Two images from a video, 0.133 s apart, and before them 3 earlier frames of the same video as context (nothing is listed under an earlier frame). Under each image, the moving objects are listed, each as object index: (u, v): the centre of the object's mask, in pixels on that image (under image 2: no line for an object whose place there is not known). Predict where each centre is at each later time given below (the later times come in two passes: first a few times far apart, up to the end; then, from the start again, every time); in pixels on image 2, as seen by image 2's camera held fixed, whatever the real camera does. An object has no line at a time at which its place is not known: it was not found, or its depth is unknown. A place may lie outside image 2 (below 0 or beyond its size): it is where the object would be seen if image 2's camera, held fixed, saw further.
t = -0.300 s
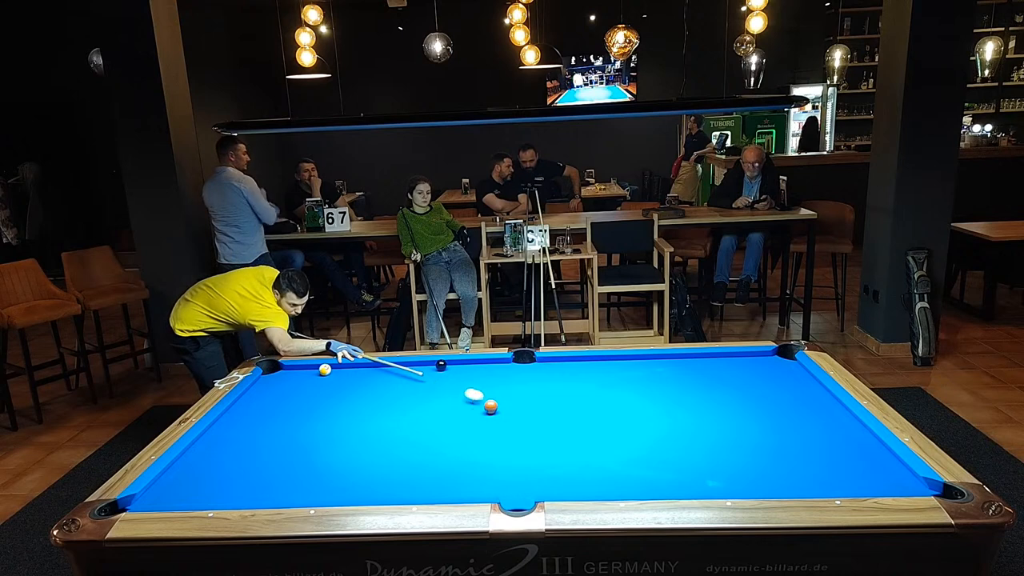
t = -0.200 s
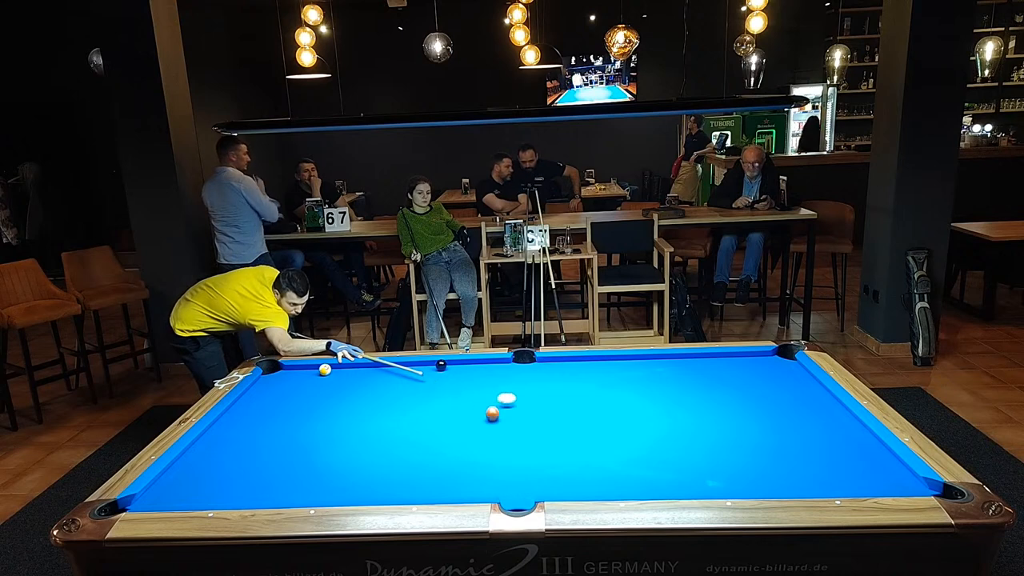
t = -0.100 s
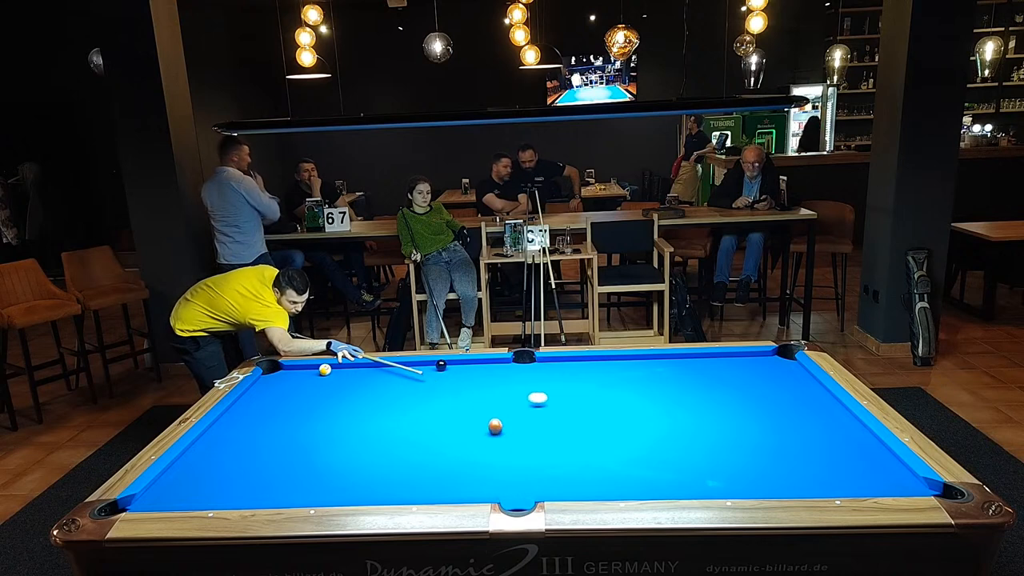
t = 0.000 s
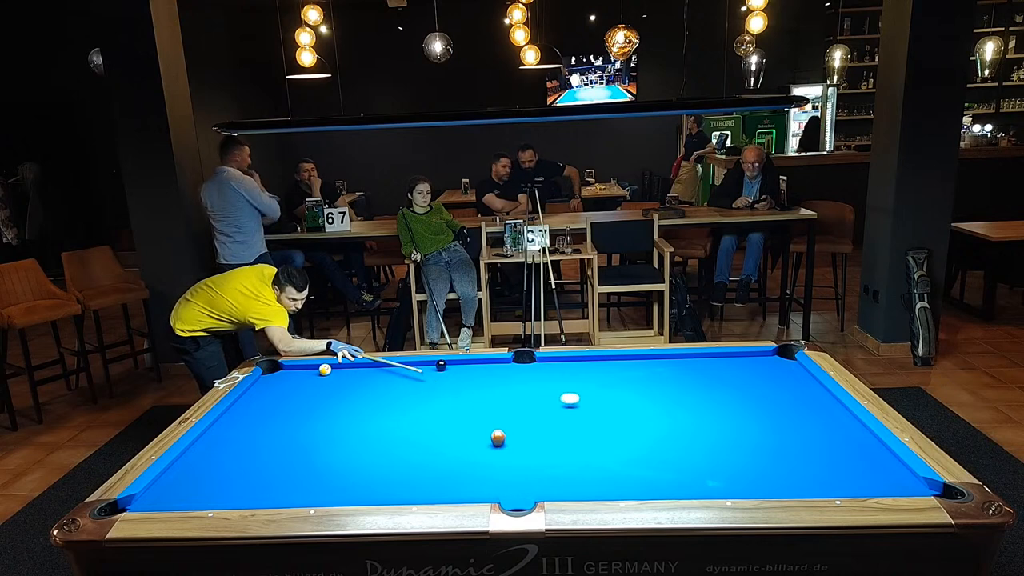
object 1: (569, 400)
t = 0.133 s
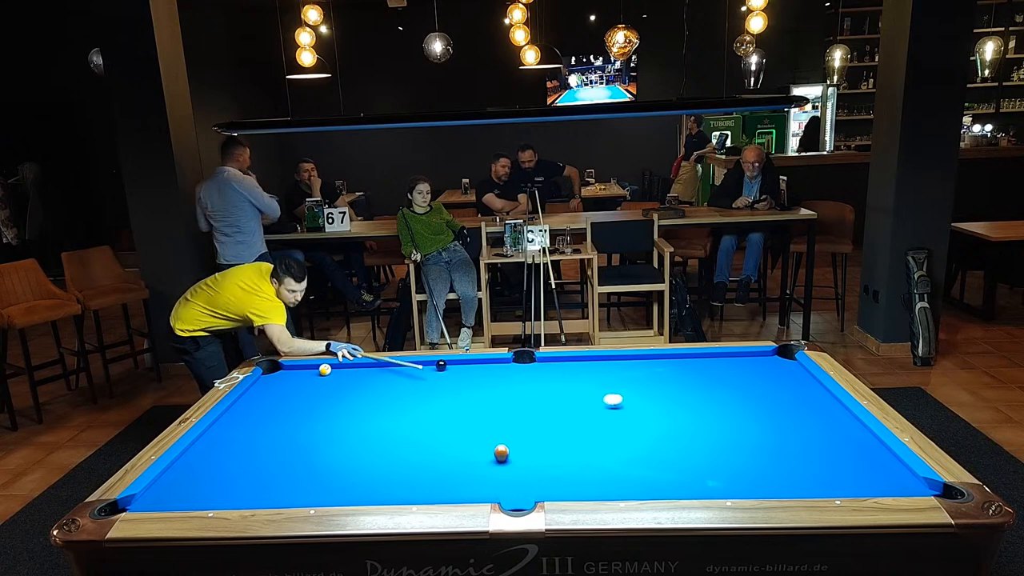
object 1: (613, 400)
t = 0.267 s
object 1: (657, 402)
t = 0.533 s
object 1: (745, 403)
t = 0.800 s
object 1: (836, 406)
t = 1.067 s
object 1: (786, 401)
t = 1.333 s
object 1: (740, 397)
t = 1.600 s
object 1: (697, 393)
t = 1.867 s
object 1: (658, 390)
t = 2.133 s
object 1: (622, 387)
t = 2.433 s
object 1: (583, 384)
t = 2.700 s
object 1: (552, 381)
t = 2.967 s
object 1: (522, 378)
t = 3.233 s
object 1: (496, 376)
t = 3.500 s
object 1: (470, 374)
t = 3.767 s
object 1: (446, 372)
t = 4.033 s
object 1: (424, 371)
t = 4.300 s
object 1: (404, 369)
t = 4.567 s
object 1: (386, 367)
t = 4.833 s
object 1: (369, 366)
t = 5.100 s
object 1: (353, 366)
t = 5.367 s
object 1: (341, 367)
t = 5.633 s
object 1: (335, 368)
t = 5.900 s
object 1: (333, 368)
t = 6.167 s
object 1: (333, 369)
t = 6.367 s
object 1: (333, 369)
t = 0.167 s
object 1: (624, 401)
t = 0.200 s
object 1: (635, 401)
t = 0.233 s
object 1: (645, 401)
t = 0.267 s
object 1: (657, 402)
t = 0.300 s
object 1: (668, 402)
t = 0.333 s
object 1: (678, 402)
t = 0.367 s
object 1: (690, 402)
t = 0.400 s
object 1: (700, 402)
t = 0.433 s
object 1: (712, 402)
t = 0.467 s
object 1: (723, 403)
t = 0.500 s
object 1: (734, 403)
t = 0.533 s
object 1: (745, 403)
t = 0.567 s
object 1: (757, 403)
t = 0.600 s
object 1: (768, 404)
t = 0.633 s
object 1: (779, 404)
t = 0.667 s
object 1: (791, 404)
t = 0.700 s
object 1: (803, 405)
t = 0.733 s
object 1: (814, 405)
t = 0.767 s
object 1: (825, 405)
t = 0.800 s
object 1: (836, 406)
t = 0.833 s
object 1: (832, 405)
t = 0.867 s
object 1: (824, 405)
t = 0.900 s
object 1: (817, 404)
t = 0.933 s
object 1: (810, 404)
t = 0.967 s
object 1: (804, 403)
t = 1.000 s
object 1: (798, 402)
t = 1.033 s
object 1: (792, 402)
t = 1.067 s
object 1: (786, 401)
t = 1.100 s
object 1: (780, 401)
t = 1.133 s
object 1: (774, 400)
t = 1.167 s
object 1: (768, 400)
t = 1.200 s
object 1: (762, 399)
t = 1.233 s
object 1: (757, 399)
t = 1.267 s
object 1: (751, 398)
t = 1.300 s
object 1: (745, 398)
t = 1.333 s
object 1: (740, 397)
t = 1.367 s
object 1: (734, 397)
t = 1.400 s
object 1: (729, 396)
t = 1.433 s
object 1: (724, 396)
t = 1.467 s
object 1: (718, 395)
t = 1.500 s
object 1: (713, 395)
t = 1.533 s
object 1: (708, 394)
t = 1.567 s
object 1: (703, 394)
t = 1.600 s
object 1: (697, 393)
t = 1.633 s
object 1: (692, 393)
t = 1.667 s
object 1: (687, 393)
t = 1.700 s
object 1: (682, 392)
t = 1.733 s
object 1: (678, 392)
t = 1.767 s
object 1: (673, 392)
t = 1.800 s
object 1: (668, 391)
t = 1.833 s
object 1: (663, 390)
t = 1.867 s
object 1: (658, 390)
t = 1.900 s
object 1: (653, 390)
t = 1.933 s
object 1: (649, 389)
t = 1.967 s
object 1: (644, 389)
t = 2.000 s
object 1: (640, 389)
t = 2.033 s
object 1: (635, 388)
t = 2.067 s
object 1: (630, 388)
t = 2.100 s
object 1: (626, 387)
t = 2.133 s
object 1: (622, 387)
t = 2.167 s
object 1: (617, 387)
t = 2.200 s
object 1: (613, 386)
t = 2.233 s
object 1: (608, 386)
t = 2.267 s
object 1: (604, 386)
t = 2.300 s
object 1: (600, 385)
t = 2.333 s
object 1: (596, 385)
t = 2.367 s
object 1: (592, 385)
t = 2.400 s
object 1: (587, 384)
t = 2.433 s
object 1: (583, 384)
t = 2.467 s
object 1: (579, 384)
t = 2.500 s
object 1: (575, 383)
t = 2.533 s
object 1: (571, 383)
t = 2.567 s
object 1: (567, 382)
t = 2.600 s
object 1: (563, 382)
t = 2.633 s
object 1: (559, 382)
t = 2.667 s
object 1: (556, 381)
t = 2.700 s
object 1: (552, 381)
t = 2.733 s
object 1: (548, 381)
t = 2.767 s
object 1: (544, 380)
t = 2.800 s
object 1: (541, 380)
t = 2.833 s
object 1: (537, 380)
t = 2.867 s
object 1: (533, 379)
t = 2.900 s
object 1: (530, 379)
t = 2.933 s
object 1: (526, 379)
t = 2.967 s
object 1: (522, 378)
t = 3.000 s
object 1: (519, 378)
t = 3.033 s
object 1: (516, 378)
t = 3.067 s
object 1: (512, 378)
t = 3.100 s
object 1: (509, 377)
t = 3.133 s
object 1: (506, 377)
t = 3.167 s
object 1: (502, 377)
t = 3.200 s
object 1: (499, 376)
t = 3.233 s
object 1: (496, 376)
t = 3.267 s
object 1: (492, 376)
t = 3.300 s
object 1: (489, 376)
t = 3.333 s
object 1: (486, 375)
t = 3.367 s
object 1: (483, 375)
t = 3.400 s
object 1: (479, 375)
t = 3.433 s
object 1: (476, 375)
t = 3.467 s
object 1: (473, 374)
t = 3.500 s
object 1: (470, 374)
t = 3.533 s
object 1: (467, 374)
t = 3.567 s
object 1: (464, 374)
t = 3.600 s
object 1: (461, 373)
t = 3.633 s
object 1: (458, 373)
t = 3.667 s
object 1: (455, 373)
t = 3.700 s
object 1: (452, 373)
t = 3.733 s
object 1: (450, 373)
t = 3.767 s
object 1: (446, 372)
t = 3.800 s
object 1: (444, 372)
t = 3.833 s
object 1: (441, 372)
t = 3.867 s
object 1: (438, 372)
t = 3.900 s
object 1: (435, 372)
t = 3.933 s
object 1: (433, 372)
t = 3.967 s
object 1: (430, 371)
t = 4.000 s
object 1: (428, 371)
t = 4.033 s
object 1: (424, 371)
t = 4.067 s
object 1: (422, 371)
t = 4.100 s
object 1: (419, 370)
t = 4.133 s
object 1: (417, 370)
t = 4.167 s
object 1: (414, 370)
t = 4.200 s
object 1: (412, 370)
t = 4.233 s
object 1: (409, 369)
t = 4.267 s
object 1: (407, 369)
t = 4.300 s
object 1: (404, 369)
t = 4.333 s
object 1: (402, 369)
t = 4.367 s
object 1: (400, 368)
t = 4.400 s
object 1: (397, 368)
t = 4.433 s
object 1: (395, 368)
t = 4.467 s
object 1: (392, 368)
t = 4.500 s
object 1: (390, 368)
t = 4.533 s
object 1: (388, 368)
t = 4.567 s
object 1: (386, 367)
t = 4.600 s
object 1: (383, 367)
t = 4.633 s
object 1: (382, 367)
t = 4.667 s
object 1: (379, 367)
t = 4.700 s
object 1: (377, 367)
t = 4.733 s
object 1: (375, 366)
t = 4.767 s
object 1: (373, 366)
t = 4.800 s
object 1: (371, 366)
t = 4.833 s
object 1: (369, 366)
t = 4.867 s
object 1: (367, 366)
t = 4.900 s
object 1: (365, 366)
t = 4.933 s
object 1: (363, 366)
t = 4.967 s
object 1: (361, 365)
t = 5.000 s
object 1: (359, 365)
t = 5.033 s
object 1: (357, 365)
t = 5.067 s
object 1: (355, 366)
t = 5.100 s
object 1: (353, 366)
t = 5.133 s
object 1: (352, 366)
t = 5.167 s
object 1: (350, 366)
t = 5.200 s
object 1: (349, 366)
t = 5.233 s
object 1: (347, 366)
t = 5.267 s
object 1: (345, 366)
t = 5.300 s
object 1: (344, 367)
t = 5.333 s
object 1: (343, 367)
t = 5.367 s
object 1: (341, 367)
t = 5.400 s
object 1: (339, 368)
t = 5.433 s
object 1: (338, 368)
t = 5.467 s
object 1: (336, 368)
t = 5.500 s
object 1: (336, 368)
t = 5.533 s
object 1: (336, 368)
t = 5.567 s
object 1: (335, 368)
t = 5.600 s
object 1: (335, 368)
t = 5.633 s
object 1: (335, 368)
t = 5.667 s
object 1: (334, 368)
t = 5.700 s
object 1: (334, 368)
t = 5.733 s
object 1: (334, 368)
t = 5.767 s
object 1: (334, 368)
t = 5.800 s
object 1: (334, 368)
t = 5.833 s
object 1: (334, 368)
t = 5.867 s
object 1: (333, 368)
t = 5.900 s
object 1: (333, 368)
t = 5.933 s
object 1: (333, 368)
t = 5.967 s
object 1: (333, 368)
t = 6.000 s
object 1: (333, 368)
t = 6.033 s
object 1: (333, 368)
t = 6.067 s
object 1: (333, 368)
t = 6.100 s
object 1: (333, 369)
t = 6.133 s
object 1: (333, 369)
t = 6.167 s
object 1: (333, 369)
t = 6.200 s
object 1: (333, 368)
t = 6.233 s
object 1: (333, 368)
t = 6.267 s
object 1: (333, 369)
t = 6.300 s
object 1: (333, 369)
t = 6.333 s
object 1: (333, 369)
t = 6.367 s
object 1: (333, 369)
